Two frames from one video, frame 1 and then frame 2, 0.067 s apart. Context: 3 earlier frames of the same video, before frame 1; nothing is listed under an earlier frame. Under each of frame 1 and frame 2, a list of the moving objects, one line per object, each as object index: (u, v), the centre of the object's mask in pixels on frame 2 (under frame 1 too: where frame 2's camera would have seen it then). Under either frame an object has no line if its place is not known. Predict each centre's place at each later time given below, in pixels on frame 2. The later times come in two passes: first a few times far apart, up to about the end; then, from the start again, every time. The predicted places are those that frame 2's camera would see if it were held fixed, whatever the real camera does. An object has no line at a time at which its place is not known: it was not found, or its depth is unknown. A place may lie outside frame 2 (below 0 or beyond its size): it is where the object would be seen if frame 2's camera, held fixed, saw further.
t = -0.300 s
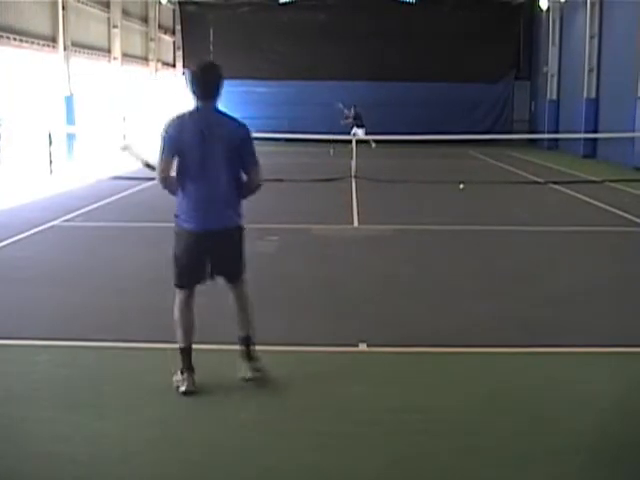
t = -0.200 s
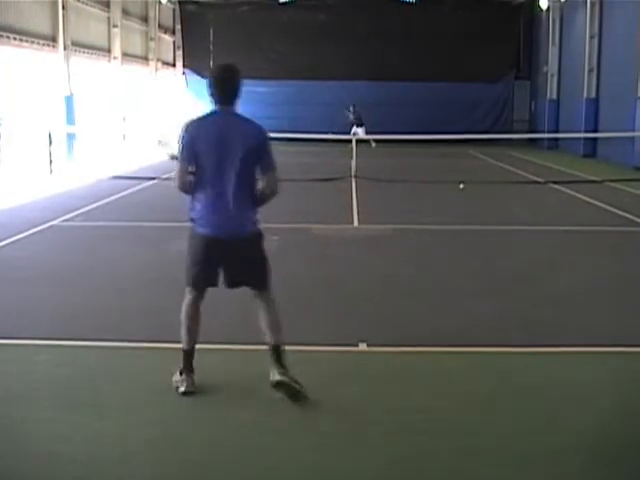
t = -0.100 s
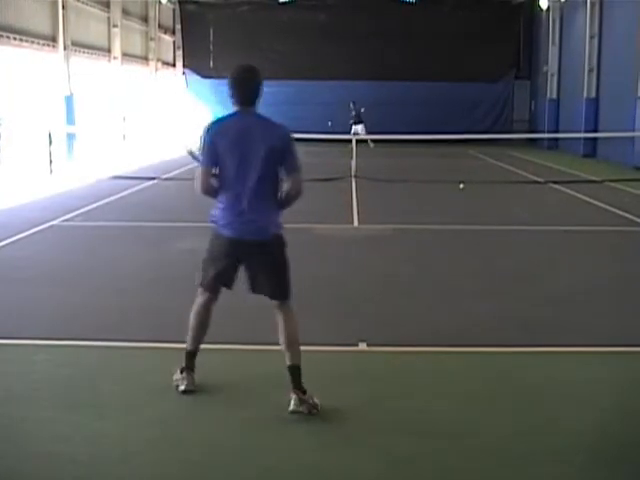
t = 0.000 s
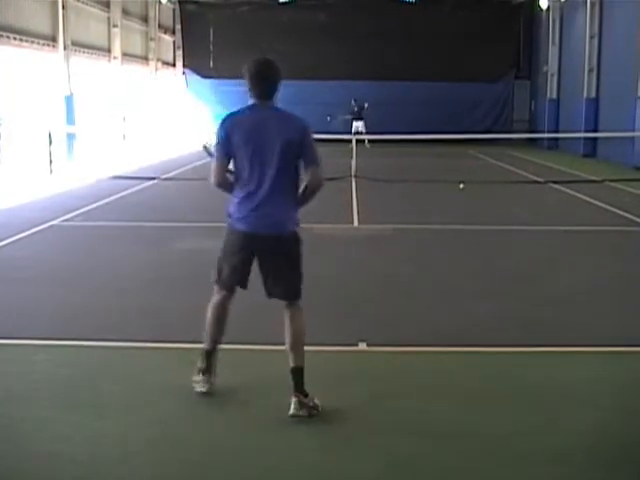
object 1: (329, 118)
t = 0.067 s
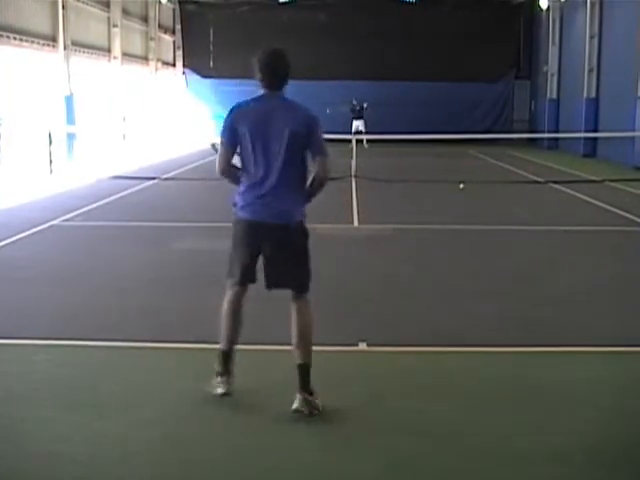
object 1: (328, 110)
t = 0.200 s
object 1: (325, 88)
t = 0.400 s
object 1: (323, 61)
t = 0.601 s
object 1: (319, 53)
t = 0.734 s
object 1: (316, 62)
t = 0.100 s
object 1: (327, 104)
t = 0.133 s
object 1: (327, 98)
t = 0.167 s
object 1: (326, 93)
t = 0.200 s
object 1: (325, 88)
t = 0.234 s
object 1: (325, 83)
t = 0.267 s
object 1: (325, 77)
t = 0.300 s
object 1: (324, 74)
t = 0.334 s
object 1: (324, 70)
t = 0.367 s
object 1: (323, 66)
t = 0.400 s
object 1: (323, 61)
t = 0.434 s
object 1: (323, 59)
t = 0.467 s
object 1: (322, 57)
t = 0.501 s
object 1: (322, 55)
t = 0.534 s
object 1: (321, 53)
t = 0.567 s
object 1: (320, 53)
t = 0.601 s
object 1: (319, 53)
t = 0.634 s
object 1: (318, 54)
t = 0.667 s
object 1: (318, 56)
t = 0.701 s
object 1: (316, 58)
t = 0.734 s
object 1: (316, 62)
